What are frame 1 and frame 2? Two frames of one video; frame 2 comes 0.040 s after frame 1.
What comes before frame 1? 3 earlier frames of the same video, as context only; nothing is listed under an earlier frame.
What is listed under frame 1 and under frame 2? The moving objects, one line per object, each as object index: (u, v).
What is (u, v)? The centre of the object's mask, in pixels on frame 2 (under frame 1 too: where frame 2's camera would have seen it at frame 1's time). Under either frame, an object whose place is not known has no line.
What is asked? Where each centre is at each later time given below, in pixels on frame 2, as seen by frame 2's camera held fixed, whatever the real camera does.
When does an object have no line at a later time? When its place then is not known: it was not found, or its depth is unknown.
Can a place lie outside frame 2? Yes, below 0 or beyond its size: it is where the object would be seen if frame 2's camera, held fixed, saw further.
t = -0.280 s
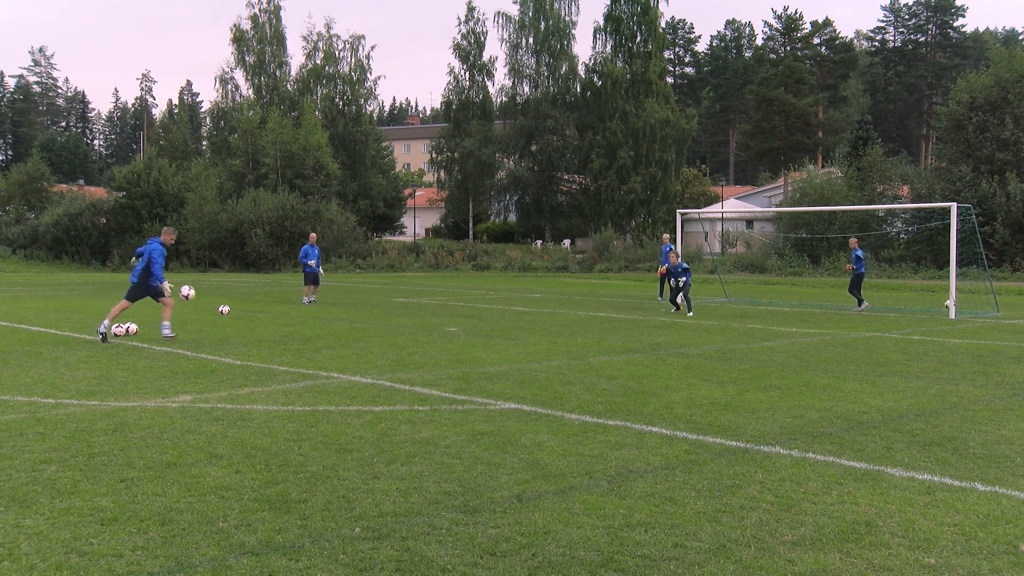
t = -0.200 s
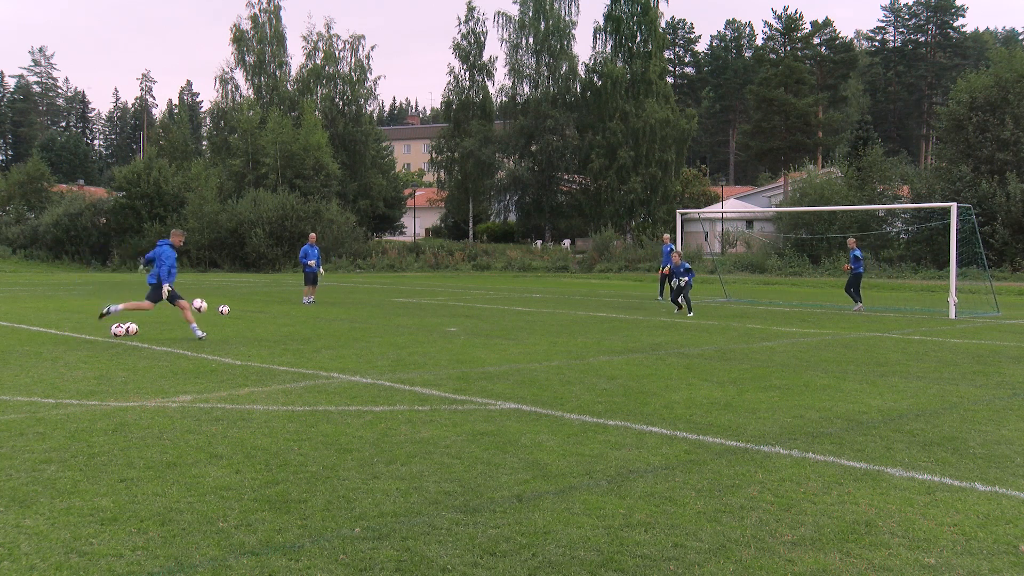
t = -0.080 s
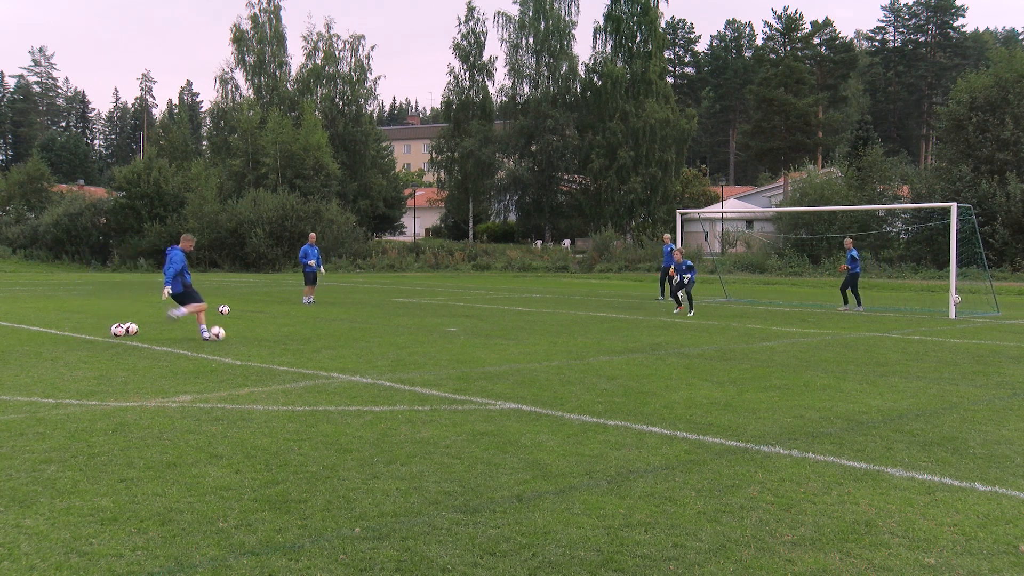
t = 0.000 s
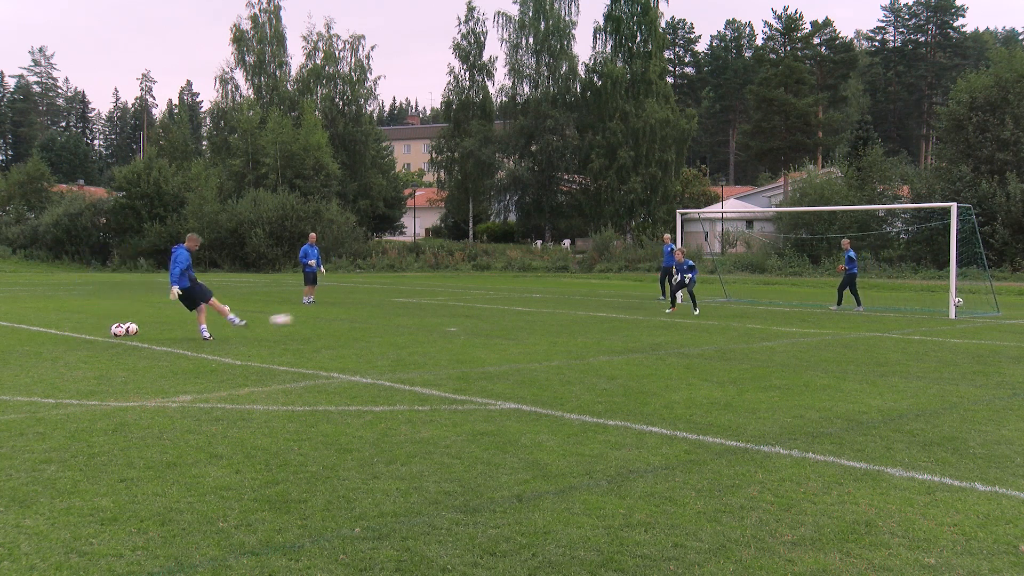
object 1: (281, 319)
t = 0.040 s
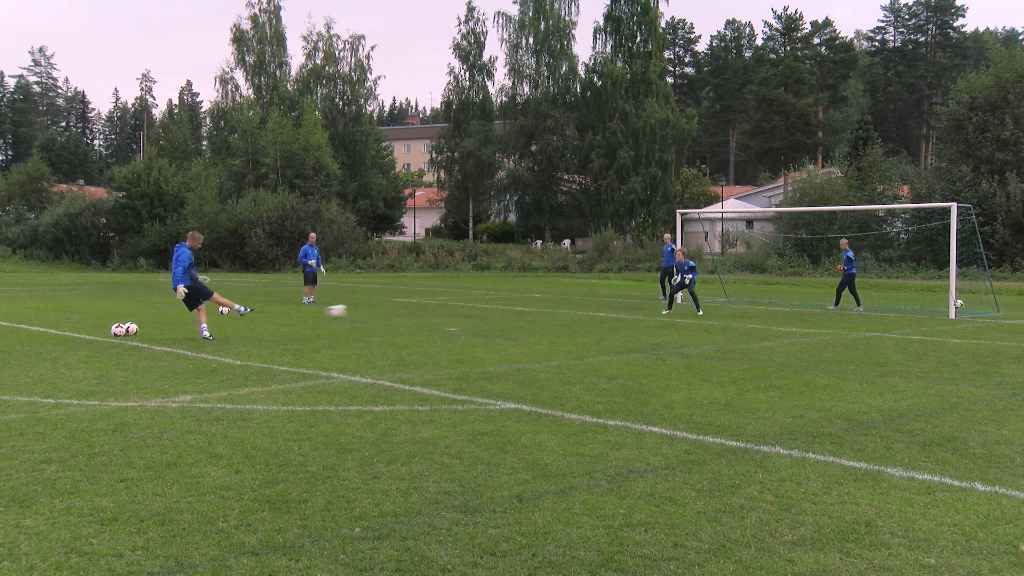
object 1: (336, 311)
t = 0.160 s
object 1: (478, 290)
